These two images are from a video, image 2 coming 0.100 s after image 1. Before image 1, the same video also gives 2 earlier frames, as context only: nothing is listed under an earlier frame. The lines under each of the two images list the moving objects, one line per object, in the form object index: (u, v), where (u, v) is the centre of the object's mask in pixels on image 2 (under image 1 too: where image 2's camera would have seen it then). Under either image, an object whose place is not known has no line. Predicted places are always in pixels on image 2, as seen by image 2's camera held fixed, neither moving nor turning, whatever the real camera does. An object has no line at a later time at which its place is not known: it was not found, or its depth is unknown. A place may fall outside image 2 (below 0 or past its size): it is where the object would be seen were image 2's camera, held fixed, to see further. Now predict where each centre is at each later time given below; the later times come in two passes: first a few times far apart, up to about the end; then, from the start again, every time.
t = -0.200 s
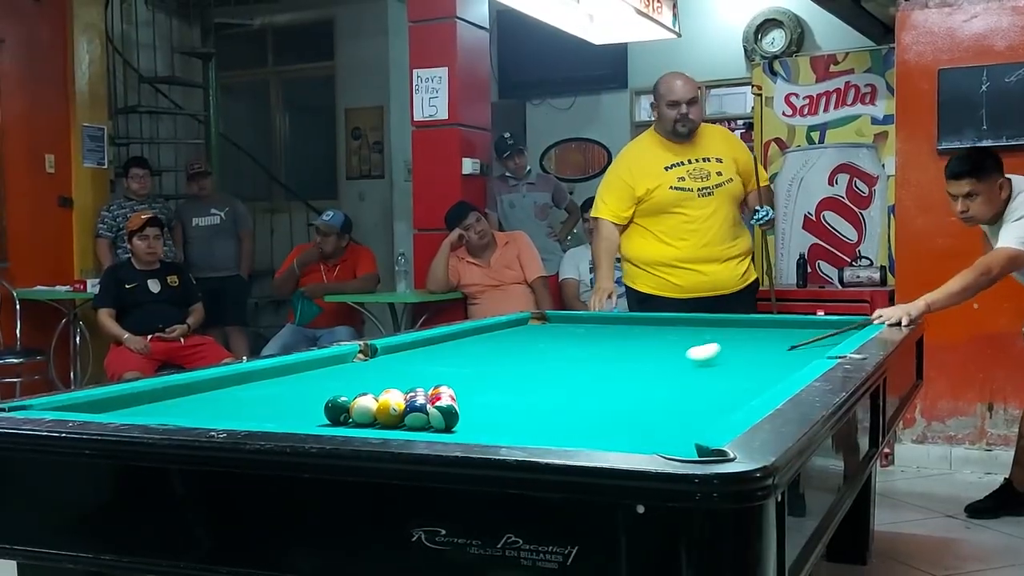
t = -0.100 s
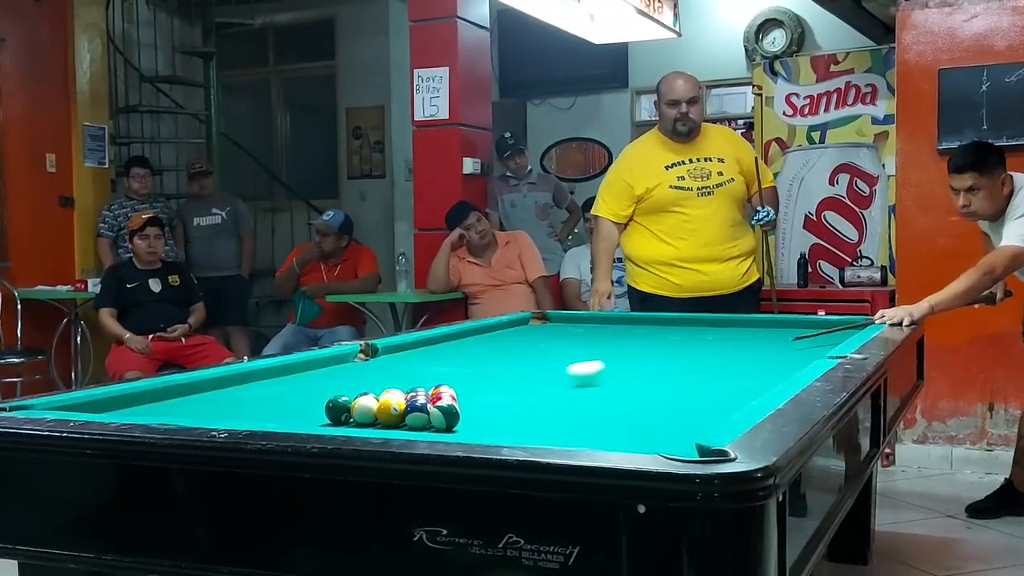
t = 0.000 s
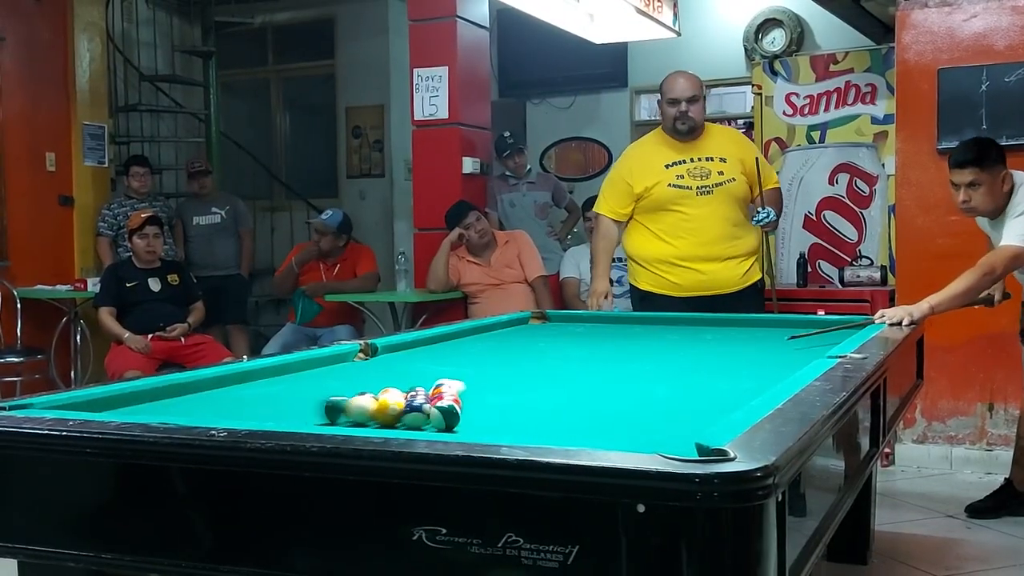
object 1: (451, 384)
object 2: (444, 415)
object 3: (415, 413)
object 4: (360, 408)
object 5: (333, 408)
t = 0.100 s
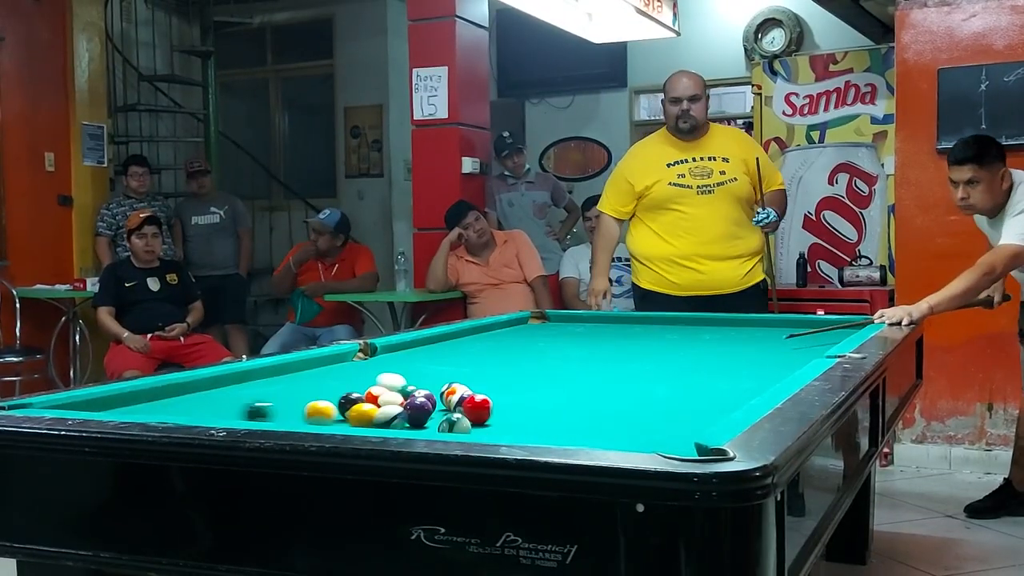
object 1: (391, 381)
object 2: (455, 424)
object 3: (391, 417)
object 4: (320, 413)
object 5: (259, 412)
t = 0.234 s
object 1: (334, 378)
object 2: (480, 429)
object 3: (362, 420)
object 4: (272, 414)
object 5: (172, 412)
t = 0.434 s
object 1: (269, 370)
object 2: (568, 426)
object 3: (361, 421)
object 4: (230, 415)
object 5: (138, 408)
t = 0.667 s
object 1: (367, 362)
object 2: (655, 416)
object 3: (391, 417)
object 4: (245, 411)
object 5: (136, 403)
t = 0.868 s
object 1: (439, 357)
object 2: (722, 405)
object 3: (417, 409)
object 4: (257, 409)
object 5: (136, 398)
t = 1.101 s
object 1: (515, 352)
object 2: (743, 394)
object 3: (442, 406)
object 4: (249, 407)
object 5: (165, 393)
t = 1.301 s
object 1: (574, 348)
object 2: (731, 386)
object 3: (461, 404)
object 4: (241, 406)
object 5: (200, 390)
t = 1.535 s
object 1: (638, 344)
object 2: (720, 382)
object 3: (479, 403)
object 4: (236, 405)
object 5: (236, 384)
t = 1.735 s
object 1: (688, 340)
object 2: (711, 378)
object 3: (492, 401)
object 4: (234, 404)
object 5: (256, 385)
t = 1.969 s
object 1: (743, 337)
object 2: (703, 372)
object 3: (505, 400)
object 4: (233, 403)
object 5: (259, 385)
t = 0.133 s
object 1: (374, 379)
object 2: (458, 426)
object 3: (383, 418)
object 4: (308, 413)
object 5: (237, 412)
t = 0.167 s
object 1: (359, 379)
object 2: (460, 428)
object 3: (377, 419)
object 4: (296, 413)
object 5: (215, 412)
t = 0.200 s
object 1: (346, 379)
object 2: (466, 430)
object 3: (371, 420)
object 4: (284, 414)
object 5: (193, 412)
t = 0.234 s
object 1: (334, 378)
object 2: (480, 429)
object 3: (362, 420)
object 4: (272, 414)
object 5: (172, 412)
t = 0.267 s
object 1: (321, 376)
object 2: (497, 429)
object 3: (356, 422)
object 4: (260, 415)
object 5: (150, 412)
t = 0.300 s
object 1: (310, 375)
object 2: (510, 428)
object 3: (348, 422)
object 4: (248, 416)
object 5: (137, 411)
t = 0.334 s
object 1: (299, 374)
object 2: (526, 428)
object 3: (343, 422)
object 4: (235, 416)
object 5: (138, 411)
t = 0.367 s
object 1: (287, 372)
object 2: (541, 427)
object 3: (350, 422)
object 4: (224, 416)
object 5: (137, 410)
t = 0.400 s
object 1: (277, 370)
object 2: (554, 426)
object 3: (356, 422)
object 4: (227, 416)
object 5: (138, 409)
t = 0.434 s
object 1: (269, 370)
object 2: (568, 426)
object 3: (361, 421)
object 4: (230, 415)
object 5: (138, 408)
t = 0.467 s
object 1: (284, 369)
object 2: (581, 425)
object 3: (365, 421)
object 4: (232, 415)
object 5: (137, 408)
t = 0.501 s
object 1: (300, 367)
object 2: (594, 424)
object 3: (371, 420)
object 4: (234, 414)
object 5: (137, 407)
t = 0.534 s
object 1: (314, 366)
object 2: (606, 423)
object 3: (376, 419)
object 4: (236, 414)
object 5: (136, 406)
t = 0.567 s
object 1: (328, 364)
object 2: (618, 421)
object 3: (380, 419)
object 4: (238, 413)
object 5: (136, 406)
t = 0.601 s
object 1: (341, 364)
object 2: (631, 420)
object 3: (385, 419)
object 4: (240, 413)
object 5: (136, 405)
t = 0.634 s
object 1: (354, 363)
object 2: (643, 417)
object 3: (388, 418)
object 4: (243, 412)
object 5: (136, 404)
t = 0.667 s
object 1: (367, 362)
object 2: (655, 416)
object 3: (391, 417)
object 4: (245, 411)
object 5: (136, 403)
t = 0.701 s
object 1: (379, 361)
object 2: (667, 414)
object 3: (395, 416)
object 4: (247, 411)
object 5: (136, 403)
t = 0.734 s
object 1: (392, 360)
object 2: (678, 413)
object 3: (399, 415)
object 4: (249, 410)
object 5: (135, 402)
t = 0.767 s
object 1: (404, 360)
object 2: (690, 412)
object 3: (403, 415)
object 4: (251, 410)
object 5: (136, 401)
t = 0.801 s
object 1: (416, 358)
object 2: (701, 410)
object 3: (407, 413)
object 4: (253, 410)
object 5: (136, 400)
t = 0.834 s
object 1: (427, 358)
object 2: (711, 408)
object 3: (412, 411)
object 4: (255, 409)
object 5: (136, 399)
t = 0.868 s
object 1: (439, 357)
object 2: (722, 405)
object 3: (417, 409)
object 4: (257, 409)
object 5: (136, 398)
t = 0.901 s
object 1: (450, 356)
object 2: (730, 403)
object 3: (422, 408)
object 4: (258, 408)
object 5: (136, 397)
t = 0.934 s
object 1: (461, 355)
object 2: (738, 399)
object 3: (426, 408)
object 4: (256, 408)
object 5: (136, 396)
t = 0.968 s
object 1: (472, 355)
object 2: (746, 397)
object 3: (430, 408)
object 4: (255, 408)
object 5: (141, 395)
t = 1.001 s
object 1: (483, 354)
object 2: (745, 397)
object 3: (433, 409)
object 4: (253, 407)
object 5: (147, 395)
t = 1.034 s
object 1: (494, 353)
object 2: (743, 396)
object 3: (436, 408)
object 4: (252, 407)
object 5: (154, 394)
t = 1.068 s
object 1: (504, 352)
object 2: (743, 396)
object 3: (439, 407)
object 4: (250, 407)
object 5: (160, 394)
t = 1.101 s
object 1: (515, 352)
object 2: (743, 394)
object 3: (442, 406)
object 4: (249, 407)
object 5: (165, 393)
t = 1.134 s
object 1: (525, 351)
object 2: (742, 391)
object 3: (445, 405)
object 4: (247, 407)
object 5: (172, 393)
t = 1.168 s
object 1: (535, 350)
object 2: (739, 389)
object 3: (449, 406)
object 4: (246, 406)
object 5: (177, 392)
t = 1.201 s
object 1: (545, 350)
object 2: (735, 389)
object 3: (452, 405)
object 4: (244, 406)
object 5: (183, 392)
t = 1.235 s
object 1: (555, 349)
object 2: (733, 388)
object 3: (455, 405)
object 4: (243, 406)
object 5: (189, 391)
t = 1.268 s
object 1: (564, 348)
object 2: (733, 387)
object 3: (458, 405)
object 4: (242, 406)
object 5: (194, 390)
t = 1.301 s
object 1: (574, 348)
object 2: (731, 386)
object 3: (461, 404)
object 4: (241, 406)
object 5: (200, 390)
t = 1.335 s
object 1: (584, 348)
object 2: (730, 385)
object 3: (464, 404)
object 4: (240, 406)
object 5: (206, 389)
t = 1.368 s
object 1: (593, 347)
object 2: (728, 385)
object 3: (467, 404)
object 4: (239, 406)
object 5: (211, 389)
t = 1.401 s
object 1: (603, 346)
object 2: (727, 385)
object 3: (470, 404)
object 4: (239, 405)
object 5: (216, 389)
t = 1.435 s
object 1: (612, 345)
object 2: (725, 384)
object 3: (473, 404)
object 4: (238, 405)
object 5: (220, 387)
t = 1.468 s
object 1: (621, 345)
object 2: (723, 384)
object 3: (475, 404)
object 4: (237, 405)
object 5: (225, 386)
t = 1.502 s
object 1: (629, 344)
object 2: (722, 383)
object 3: (477, 403)
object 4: (237, 405)
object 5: (231, 385)
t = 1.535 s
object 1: (638, 344)
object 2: (720, 382)
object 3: (479, 403)
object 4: (236, 405)
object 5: (236, 384)
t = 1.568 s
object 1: (647, 343)
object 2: (719, 381)
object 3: (482, 403)
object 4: (236, 404)
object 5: (241, 383)
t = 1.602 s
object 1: (655, 342)
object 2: (717, 381)
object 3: (484, 402)
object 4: (236, 404)
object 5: (247, 384)
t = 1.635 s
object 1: (664, 342)
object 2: (716, 380)
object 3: (486, 402)
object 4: (235, 404)
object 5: (251, 384)
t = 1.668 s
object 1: (672, 341)
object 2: (714, 379)
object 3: (488, 402)
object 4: (235, 404)
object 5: (254, 385)
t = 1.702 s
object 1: (680, 340)
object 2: (712, 378)
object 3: (490, 401)
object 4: (234, 404)
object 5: (255, 385)
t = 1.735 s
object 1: (688, 340)
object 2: (711, 378)
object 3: (492, 401)
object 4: (234, 404)
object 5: (256, 385)
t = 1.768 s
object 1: (696, 340)
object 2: (710, 377)
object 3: (494, 401)
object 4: (234, 404)
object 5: (256, 385)
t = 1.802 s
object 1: (704, 339)
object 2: (709, 376)
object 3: (496, 401)
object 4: (234, 404)
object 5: (257, 385)
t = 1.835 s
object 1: (712, 339)
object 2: (707, 375)
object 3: (498, 401)
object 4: (234, 403)
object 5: (257, 385)
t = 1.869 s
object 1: (720, 338)
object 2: (706, 374)
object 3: (500, 401)
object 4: (233, 403)
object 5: (258, 386)
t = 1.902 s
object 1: (728, 338)
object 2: (705, 373)
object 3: (501, 401)
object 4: (233, 403)
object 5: (259, 386)
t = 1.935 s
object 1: (735, 338)
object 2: (704, 373)
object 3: (503, 401)
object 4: (233, 403)
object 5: (259, 385)
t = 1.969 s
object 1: (743, 337)
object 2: (703, 372)
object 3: (505, 400)
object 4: (233, 403)
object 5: (259, 385)
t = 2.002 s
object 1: (750, 337)
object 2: (702, 371)
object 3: (506, 400)
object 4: (232, 403)
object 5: (260, 385)
